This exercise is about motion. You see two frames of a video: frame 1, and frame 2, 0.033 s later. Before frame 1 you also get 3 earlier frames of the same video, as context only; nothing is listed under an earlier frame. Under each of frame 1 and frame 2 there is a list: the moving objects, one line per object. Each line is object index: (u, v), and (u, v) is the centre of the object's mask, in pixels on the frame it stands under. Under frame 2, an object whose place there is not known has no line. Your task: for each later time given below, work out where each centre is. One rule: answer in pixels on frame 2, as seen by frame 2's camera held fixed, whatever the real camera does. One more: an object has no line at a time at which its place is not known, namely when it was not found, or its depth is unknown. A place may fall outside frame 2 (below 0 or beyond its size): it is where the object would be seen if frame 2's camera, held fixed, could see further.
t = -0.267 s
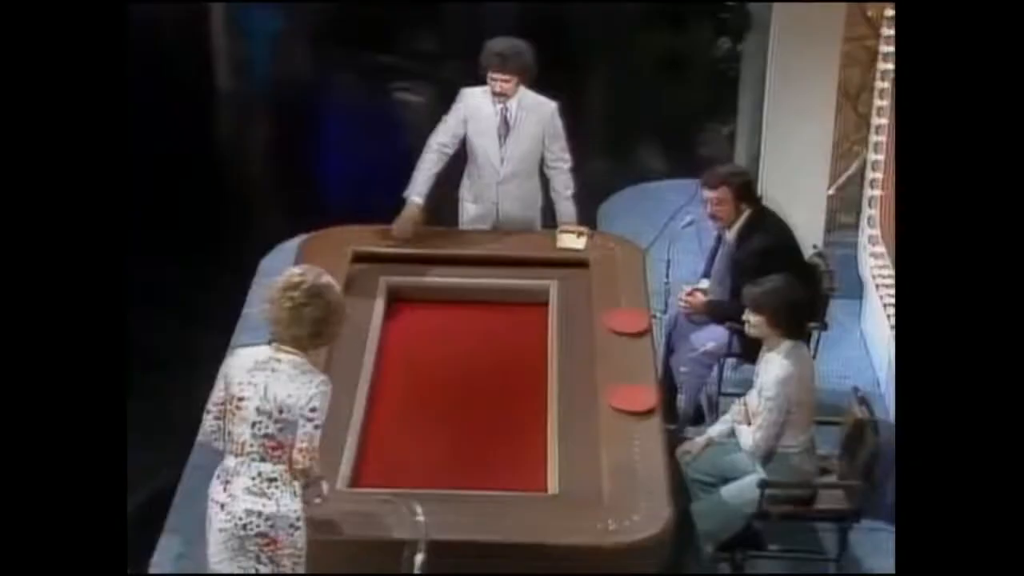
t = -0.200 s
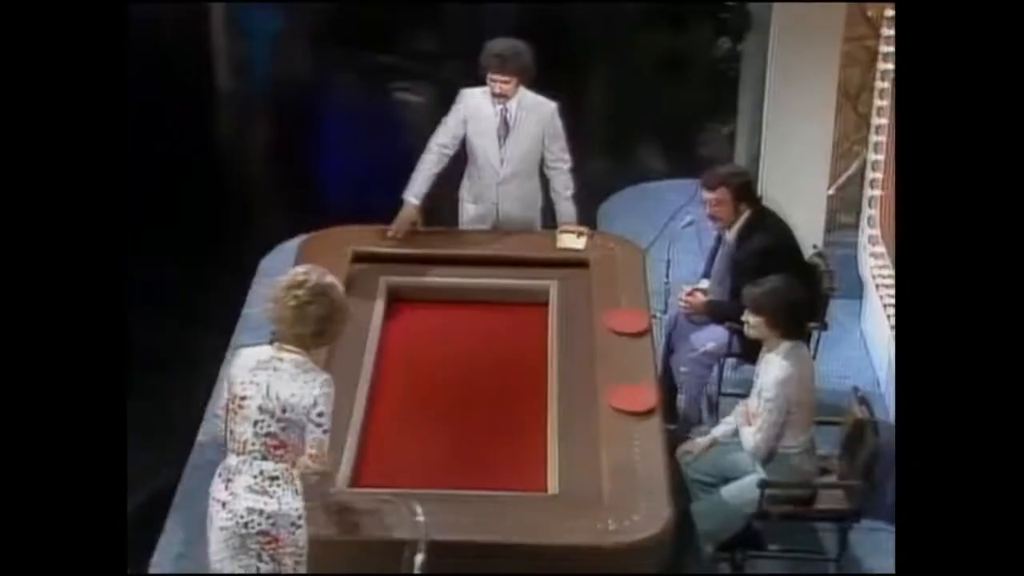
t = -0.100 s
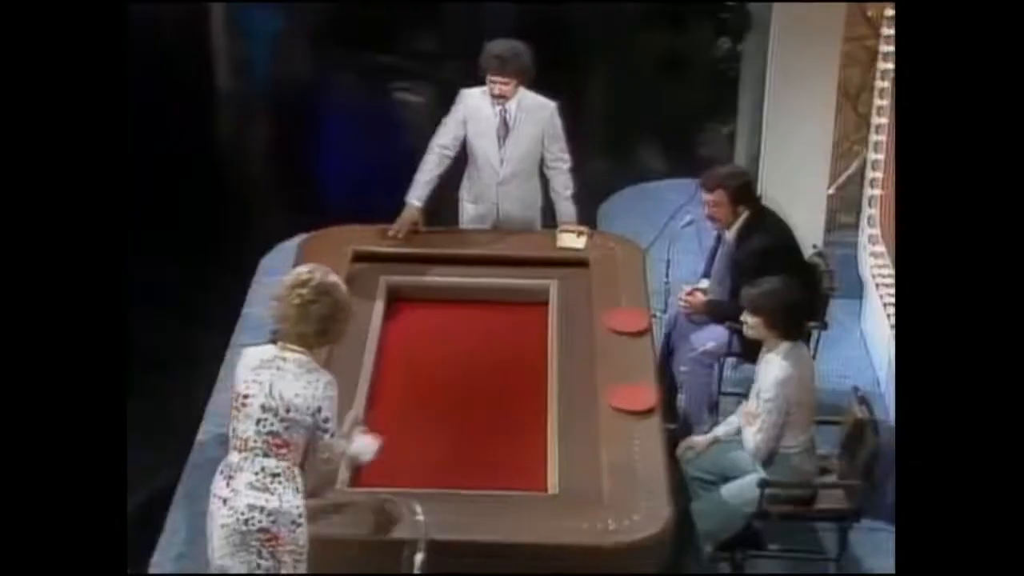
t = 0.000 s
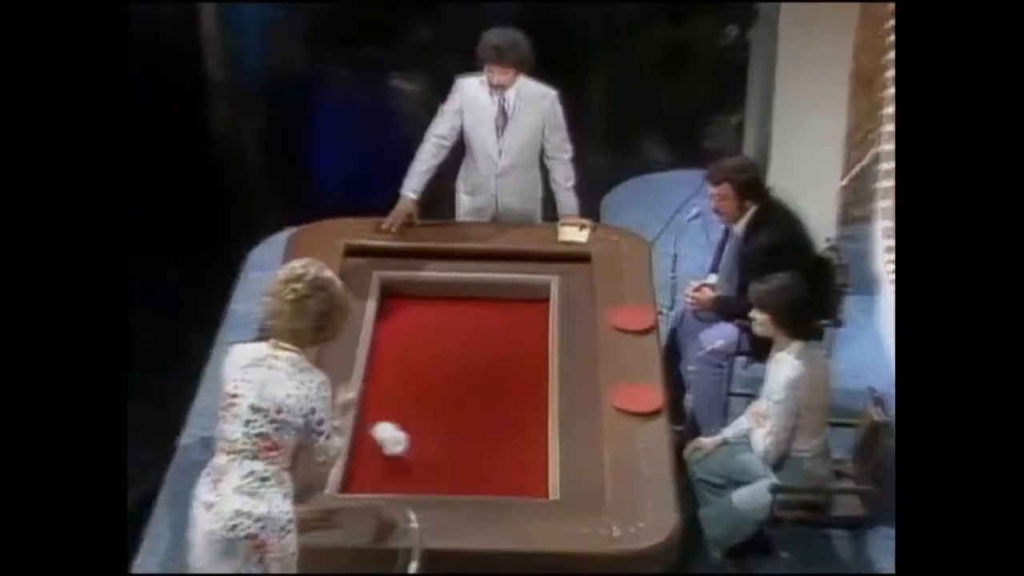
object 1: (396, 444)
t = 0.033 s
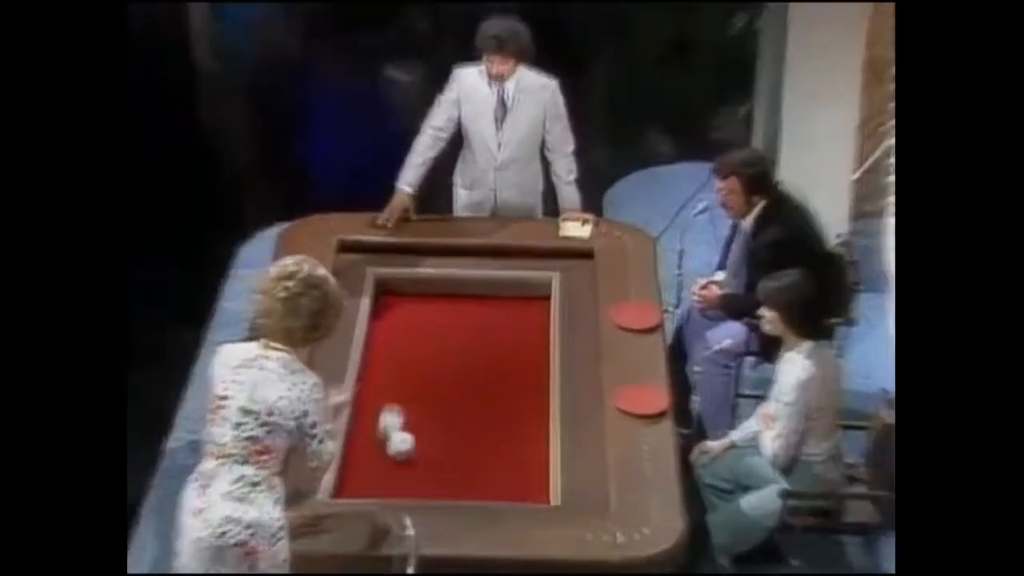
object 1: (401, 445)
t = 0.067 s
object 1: (407, 431)
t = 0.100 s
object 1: (411, 418)
